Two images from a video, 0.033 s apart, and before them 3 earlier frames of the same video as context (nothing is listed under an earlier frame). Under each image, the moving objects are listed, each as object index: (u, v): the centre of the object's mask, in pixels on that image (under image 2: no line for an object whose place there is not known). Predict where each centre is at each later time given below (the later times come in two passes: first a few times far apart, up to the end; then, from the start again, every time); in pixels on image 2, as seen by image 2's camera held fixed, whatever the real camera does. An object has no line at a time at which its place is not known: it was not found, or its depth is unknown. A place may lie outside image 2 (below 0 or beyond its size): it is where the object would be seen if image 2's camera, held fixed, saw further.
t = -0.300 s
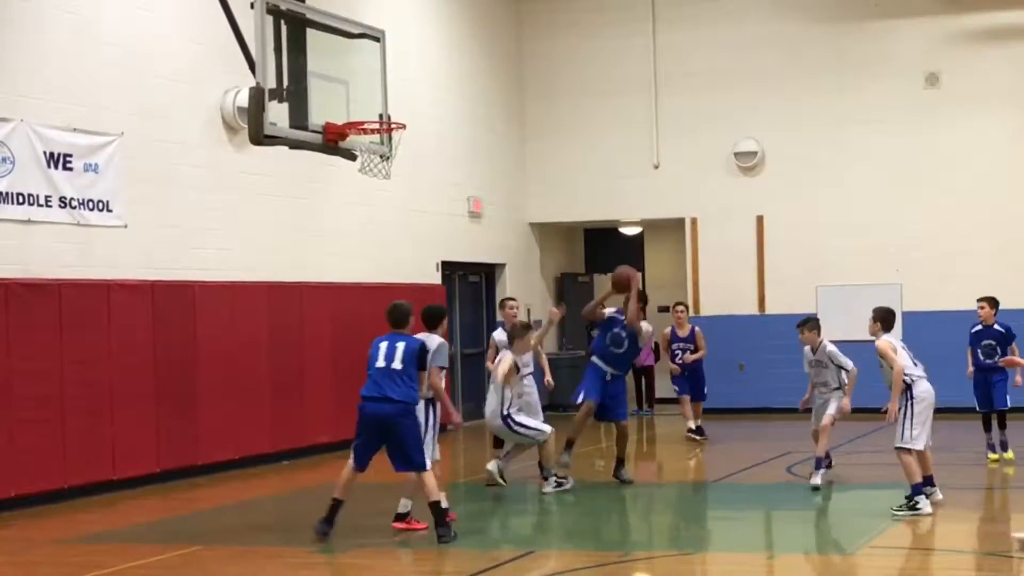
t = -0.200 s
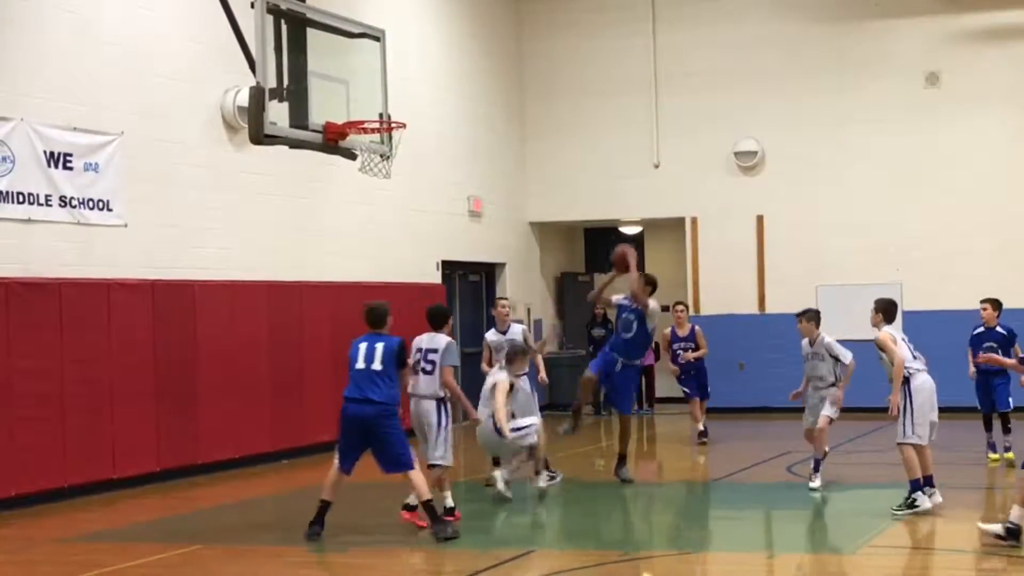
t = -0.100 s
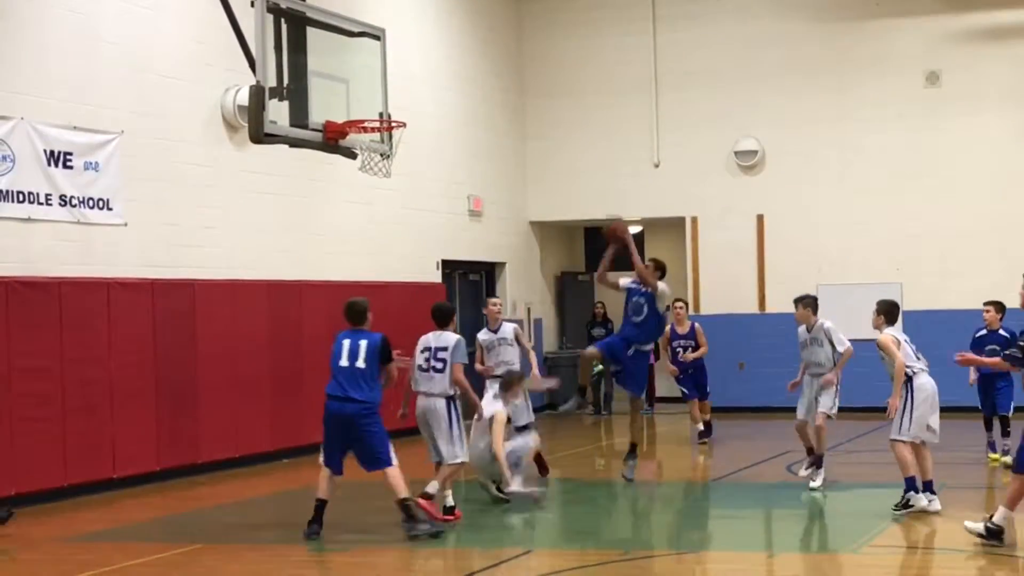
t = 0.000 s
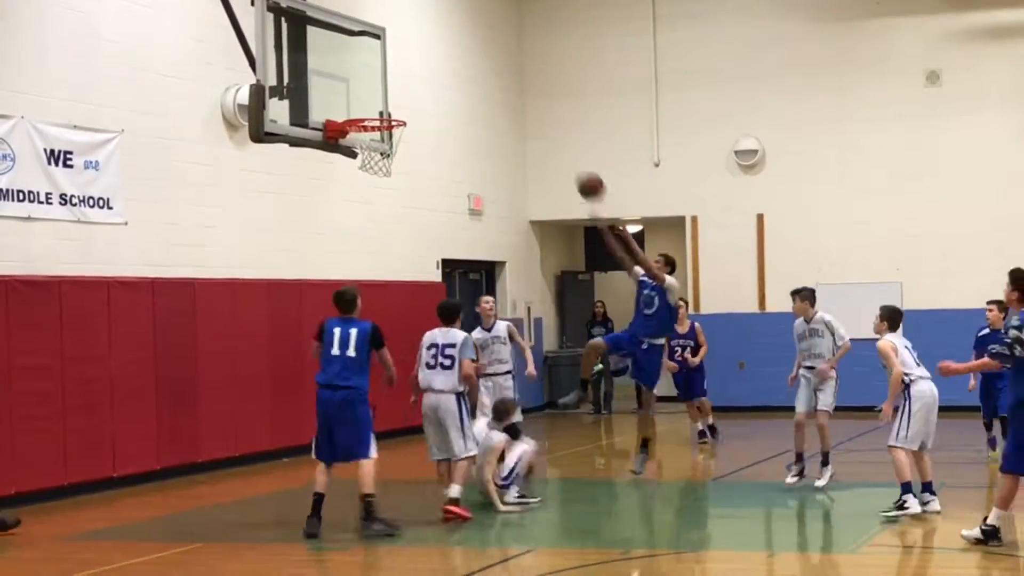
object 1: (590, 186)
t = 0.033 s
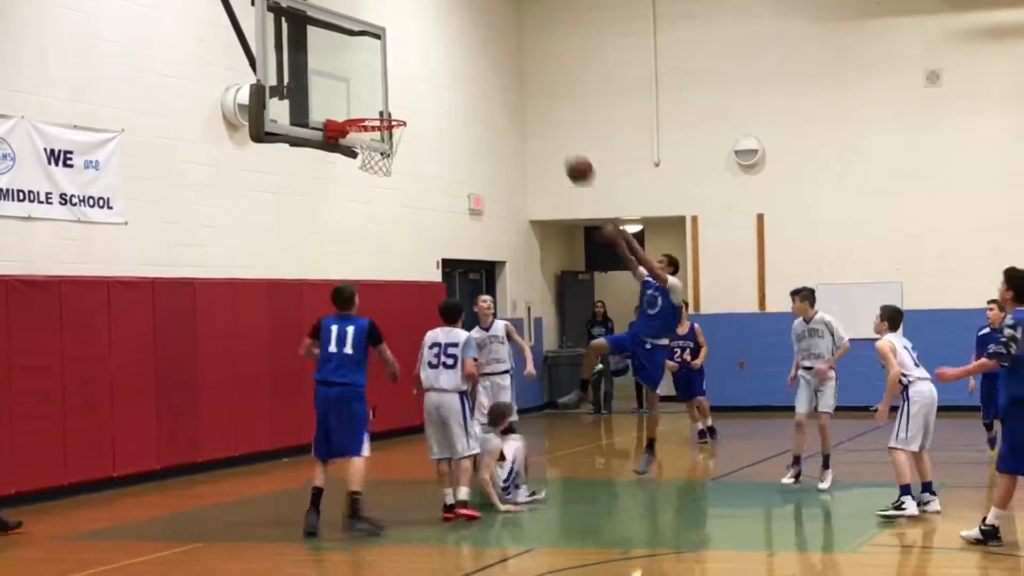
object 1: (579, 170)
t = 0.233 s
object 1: (511, 98)
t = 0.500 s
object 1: (416, 69)
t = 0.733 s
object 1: (328, 113)
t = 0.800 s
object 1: (302, 140)
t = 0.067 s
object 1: (568, 155)
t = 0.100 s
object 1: (557, 142)
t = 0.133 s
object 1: (546, 130)
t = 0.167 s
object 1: (534, 118)
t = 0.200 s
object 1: (523, 108)
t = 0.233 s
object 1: (511, 98)
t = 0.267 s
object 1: (500, 91)
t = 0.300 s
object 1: (488, 84)
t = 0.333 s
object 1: (476, 78)
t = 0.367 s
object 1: (464, 74)
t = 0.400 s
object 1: (452, 71)
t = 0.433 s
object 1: (440, 69)
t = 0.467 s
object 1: (428, 68)
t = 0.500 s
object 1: (416, 69)
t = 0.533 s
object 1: (403, 71)
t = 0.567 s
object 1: (391, 75)
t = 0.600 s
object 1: (378, 80)
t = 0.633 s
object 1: (366, 86)
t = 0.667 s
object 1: (353, 94)
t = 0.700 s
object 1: (341, 103)
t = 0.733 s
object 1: (328, 113)
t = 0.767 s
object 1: (315, 126)
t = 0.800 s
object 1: (302, 140)
